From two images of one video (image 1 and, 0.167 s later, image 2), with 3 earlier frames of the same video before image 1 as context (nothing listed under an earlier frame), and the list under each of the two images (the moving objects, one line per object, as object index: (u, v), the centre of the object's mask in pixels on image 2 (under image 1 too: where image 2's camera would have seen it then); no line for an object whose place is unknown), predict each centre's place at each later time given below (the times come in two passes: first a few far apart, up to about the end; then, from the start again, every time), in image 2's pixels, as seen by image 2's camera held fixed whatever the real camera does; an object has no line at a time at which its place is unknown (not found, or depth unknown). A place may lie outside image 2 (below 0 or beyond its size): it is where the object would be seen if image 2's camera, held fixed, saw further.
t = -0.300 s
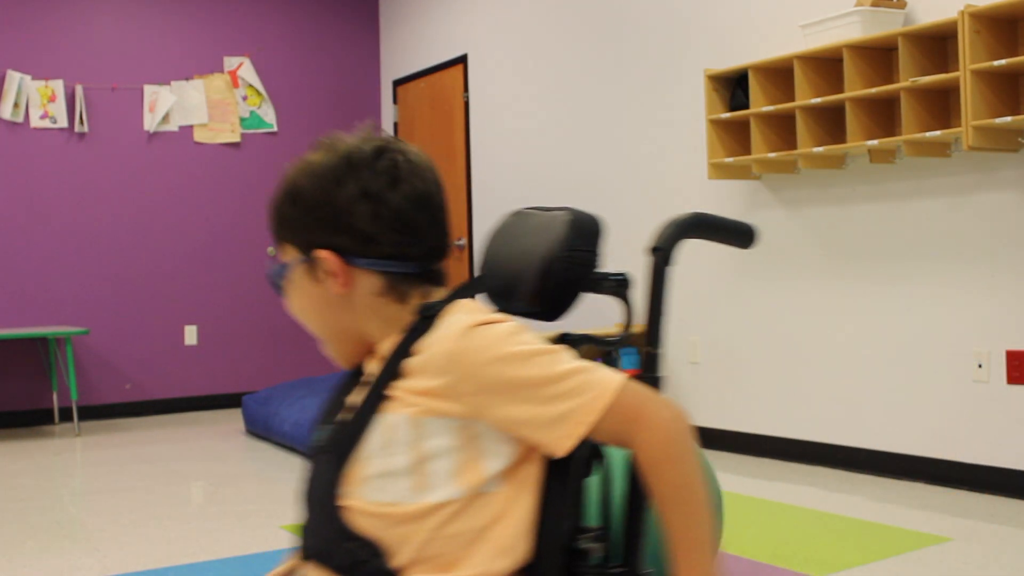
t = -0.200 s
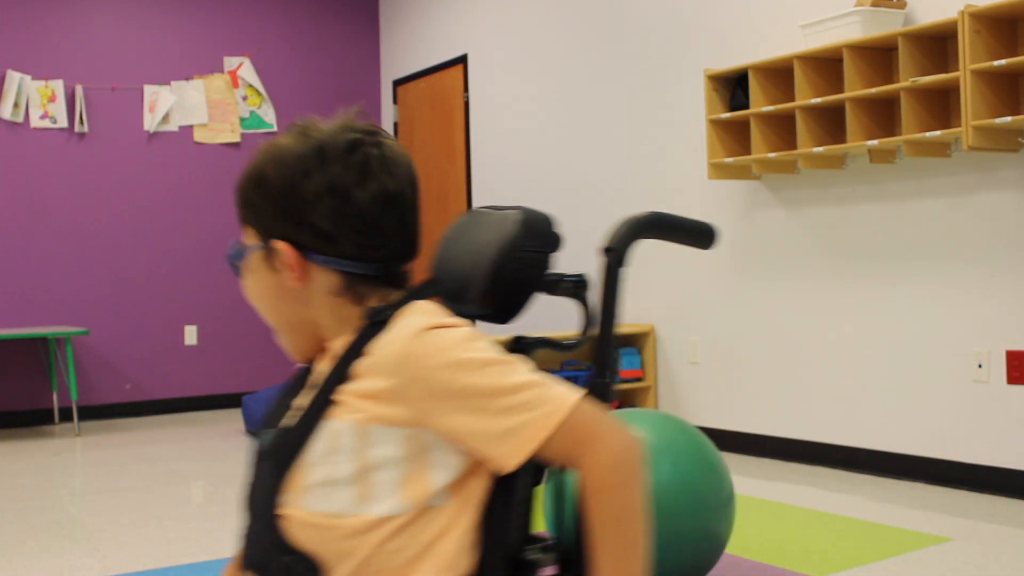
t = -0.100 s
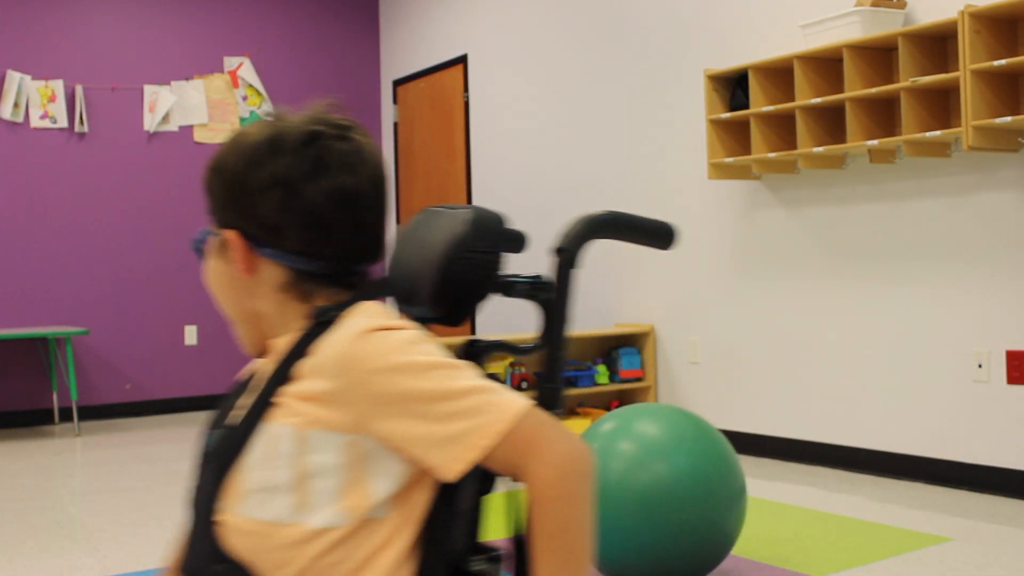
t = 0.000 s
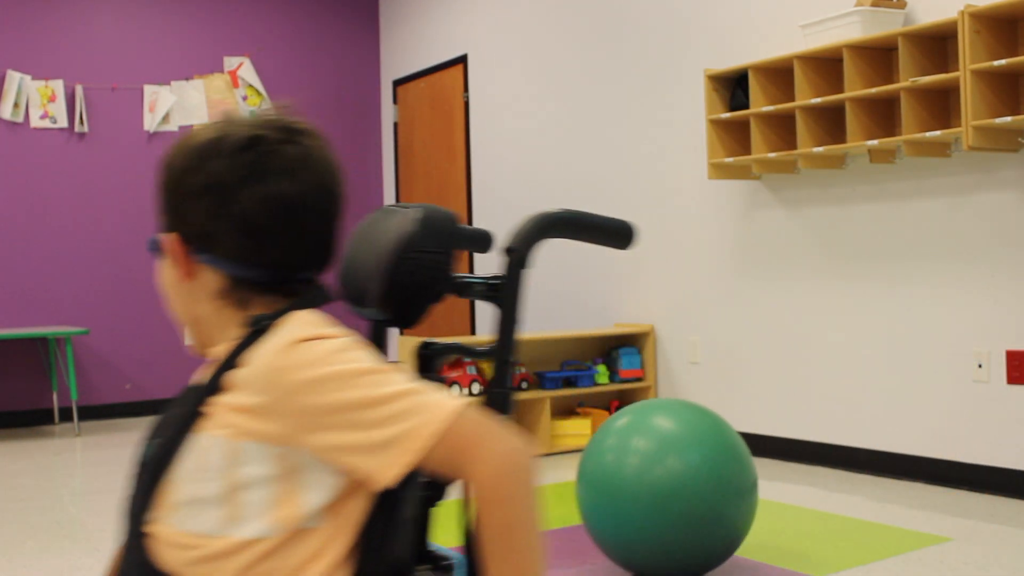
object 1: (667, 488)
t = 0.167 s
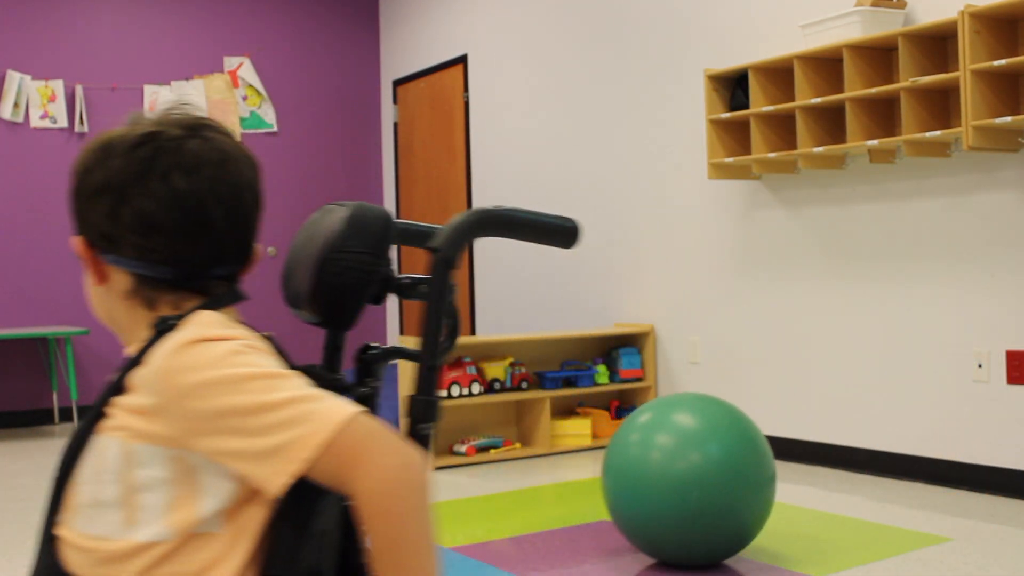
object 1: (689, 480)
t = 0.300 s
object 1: (706, 473)
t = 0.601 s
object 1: (743, 457)
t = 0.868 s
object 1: (775, 444)
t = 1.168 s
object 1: (811, 435)
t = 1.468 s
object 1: (845, 424)
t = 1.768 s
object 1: (826, 424)
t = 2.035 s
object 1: (804, 431)
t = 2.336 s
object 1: (781, 436)
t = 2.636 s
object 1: (763, 441)
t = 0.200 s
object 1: (694, 478)
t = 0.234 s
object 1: (698, 476)
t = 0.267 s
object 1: (702, 474)
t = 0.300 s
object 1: (706, 473)
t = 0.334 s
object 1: (710, 471)
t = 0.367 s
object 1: (715, 469)
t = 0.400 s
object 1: (719, 467)
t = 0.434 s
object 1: (723, 465)
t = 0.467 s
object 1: (727, 463)
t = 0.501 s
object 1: (731, 462)
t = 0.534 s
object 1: (735, 460)
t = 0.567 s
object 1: (739, 458)
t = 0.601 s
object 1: (743, 457)
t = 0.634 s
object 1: (747, 455)
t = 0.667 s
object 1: (751, 453)
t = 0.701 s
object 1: (755, 452)
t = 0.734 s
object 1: (759, 450)
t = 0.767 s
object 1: (763, 448)
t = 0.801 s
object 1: (767, 447)
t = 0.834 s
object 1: (771, 446)
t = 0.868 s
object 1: (775, 444)
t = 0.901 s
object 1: (779, 443)
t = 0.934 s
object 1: (783, 442)
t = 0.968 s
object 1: (787, 441)
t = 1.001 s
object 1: (791, 440)
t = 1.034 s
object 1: (795, 439)
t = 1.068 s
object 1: (799, 438)
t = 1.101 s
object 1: (803, 437)
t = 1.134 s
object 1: (807, 435)
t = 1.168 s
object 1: (811, 435)
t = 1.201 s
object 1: (815, 433)
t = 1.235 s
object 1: (818, 432)
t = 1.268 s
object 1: (822, 431)
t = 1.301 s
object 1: (826, 430)
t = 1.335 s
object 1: (830, 429)
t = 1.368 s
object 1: (834, 428)
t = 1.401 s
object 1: (838, 426)
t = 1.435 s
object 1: (841, 425)
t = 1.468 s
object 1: (845, 424)
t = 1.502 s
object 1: (849, 424)
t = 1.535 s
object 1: (851, 421)
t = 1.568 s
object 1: (847, 421)
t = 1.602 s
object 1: (842, 422)
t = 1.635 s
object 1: (838, 425)
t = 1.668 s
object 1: (835, 427)
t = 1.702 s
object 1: (832, 426)
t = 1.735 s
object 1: (829, 424)
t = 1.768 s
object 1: (826, 424)
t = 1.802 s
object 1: (823, 427)
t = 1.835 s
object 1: (821, 429)
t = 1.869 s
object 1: (818, 428)
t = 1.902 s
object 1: (815, 427)
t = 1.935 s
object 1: (812, 427)
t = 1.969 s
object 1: (810, 429)
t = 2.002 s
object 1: (807, 431)
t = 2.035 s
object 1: (804, 431)
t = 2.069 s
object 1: (802, 430)
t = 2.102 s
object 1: (799, 430)
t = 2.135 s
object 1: (796, 432)
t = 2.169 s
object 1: (794, 433)
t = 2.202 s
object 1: (791, 434)
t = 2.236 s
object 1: (789, 433)
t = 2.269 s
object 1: (786, 434)
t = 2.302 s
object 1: (784, 435)
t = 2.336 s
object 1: (781, 436)
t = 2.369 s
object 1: (779, 436)
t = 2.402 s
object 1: (777, 437)
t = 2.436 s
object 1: (775, 437)
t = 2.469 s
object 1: (772, 438)
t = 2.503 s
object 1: (770, 439)
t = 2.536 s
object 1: (768, 439)
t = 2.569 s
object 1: (766, 439)
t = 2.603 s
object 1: (764, 440)
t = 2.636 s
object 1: (763, 441)
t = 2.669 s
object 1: (761, 442)
